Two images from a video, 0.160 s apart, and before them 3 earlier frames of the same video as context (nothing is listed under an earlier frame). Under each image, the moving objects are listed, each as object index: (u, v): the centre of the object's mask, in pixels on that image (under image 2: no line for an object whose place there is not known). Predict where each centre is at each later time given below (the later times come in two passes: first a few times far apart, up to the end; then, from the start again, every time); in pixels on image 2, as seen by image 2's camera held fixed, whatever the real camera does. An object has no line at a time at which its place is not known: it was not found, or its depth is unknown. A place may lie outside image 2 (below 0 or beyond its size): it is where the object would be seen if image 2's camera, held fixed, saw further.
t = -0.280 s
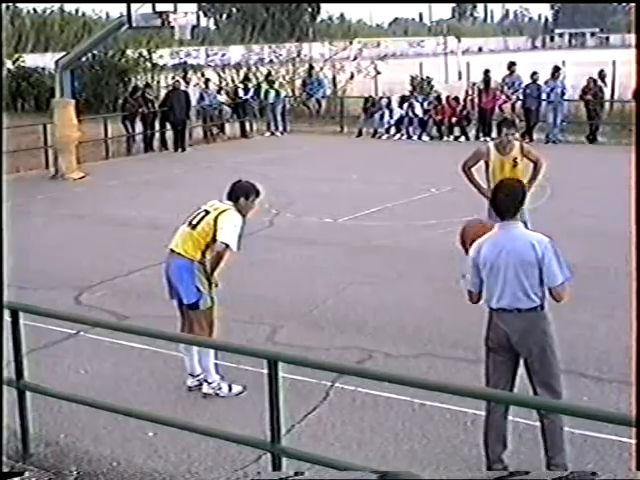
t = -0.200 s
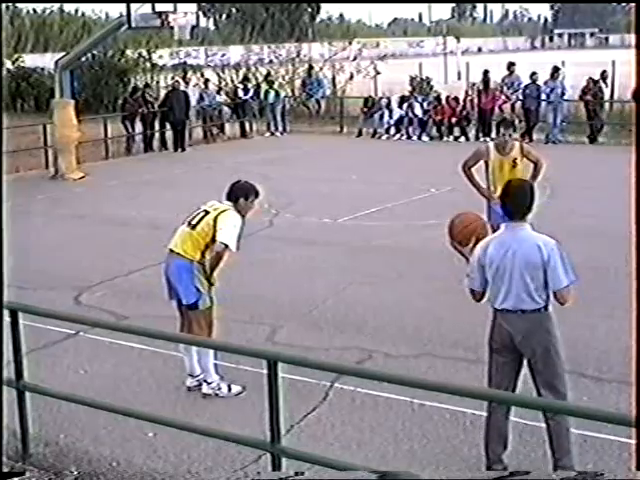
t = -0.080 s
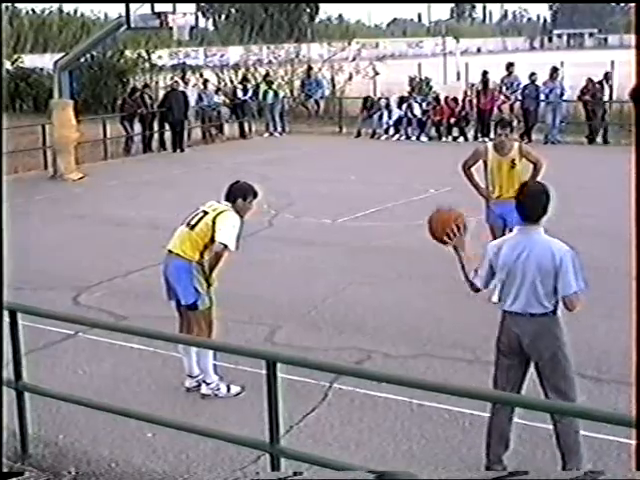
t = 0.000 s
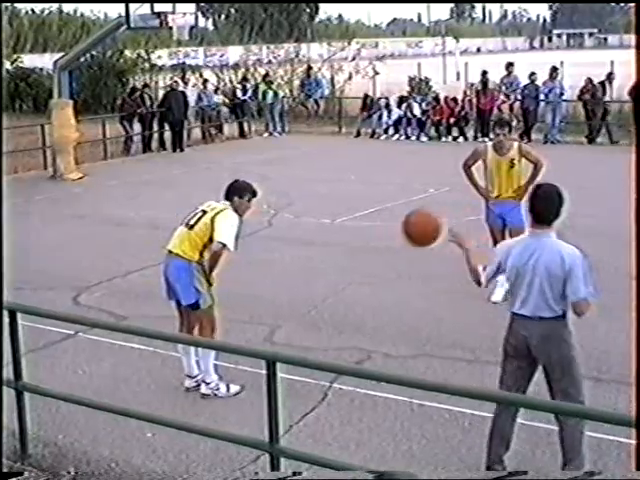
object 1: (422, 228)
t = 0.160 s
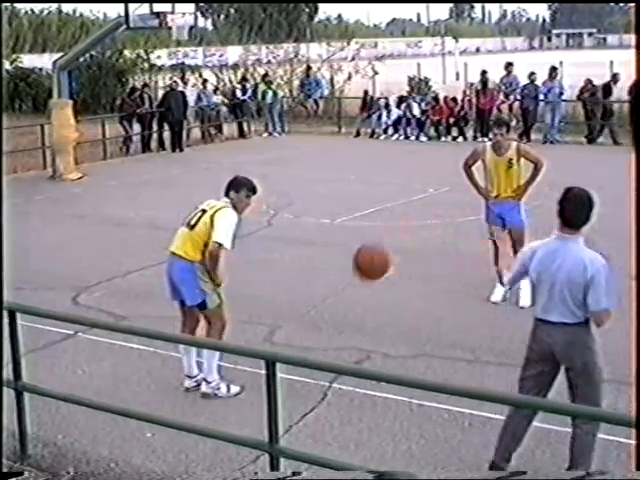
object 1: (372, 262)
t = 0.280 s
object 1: (338, 310)
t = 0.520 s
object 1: (293, 343)
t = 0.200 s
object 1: (361, 276)
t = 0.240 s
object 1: (349, 292)
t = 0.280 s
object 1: (338, 310)
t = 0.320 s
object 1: (328, 328)
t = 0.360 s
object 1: (318, 347)
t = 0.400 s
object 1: (306, 378)
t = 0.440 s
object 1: (300, 391)
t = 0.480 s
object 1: (293, 374)
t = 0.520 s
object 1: (293, 343)
